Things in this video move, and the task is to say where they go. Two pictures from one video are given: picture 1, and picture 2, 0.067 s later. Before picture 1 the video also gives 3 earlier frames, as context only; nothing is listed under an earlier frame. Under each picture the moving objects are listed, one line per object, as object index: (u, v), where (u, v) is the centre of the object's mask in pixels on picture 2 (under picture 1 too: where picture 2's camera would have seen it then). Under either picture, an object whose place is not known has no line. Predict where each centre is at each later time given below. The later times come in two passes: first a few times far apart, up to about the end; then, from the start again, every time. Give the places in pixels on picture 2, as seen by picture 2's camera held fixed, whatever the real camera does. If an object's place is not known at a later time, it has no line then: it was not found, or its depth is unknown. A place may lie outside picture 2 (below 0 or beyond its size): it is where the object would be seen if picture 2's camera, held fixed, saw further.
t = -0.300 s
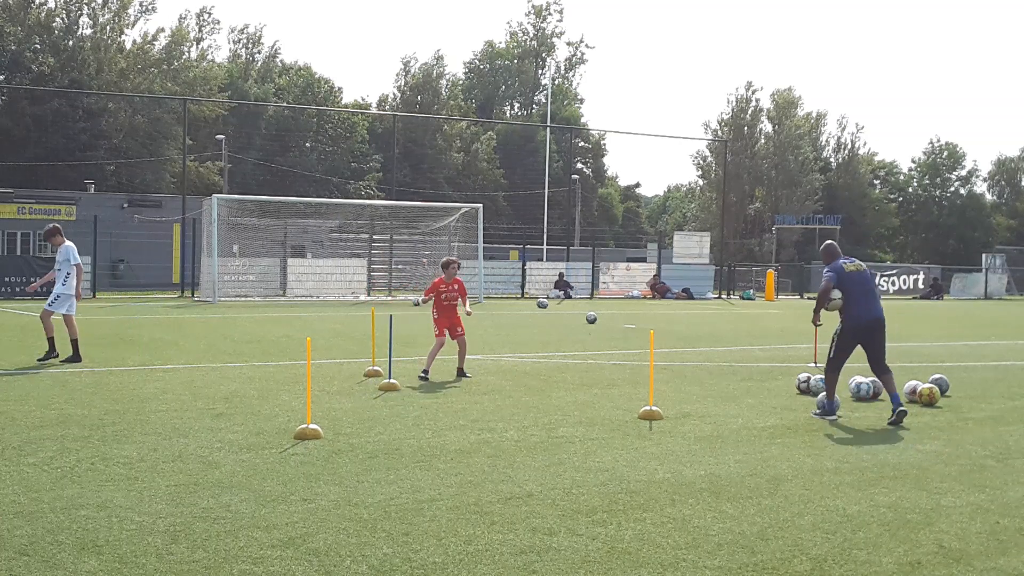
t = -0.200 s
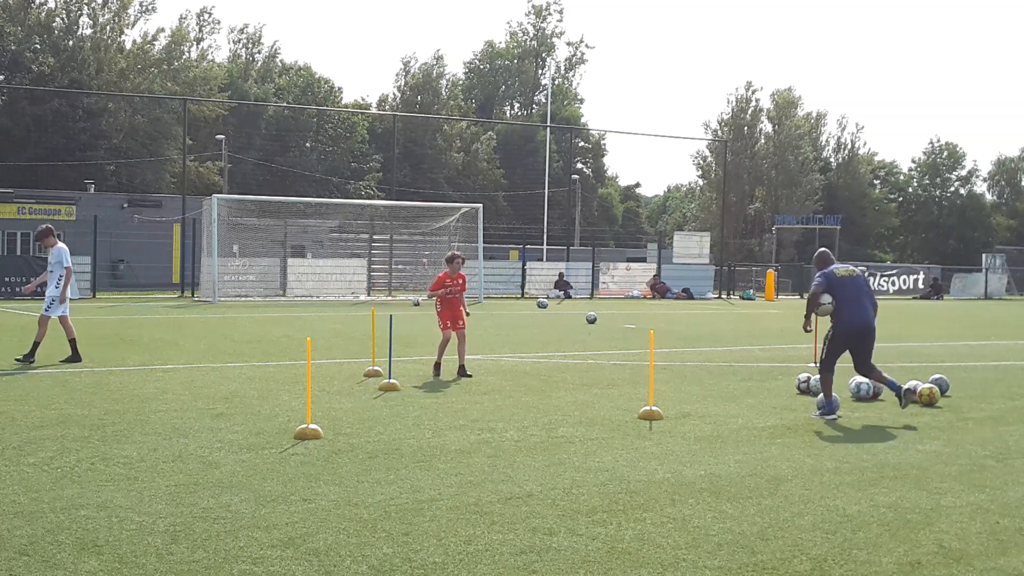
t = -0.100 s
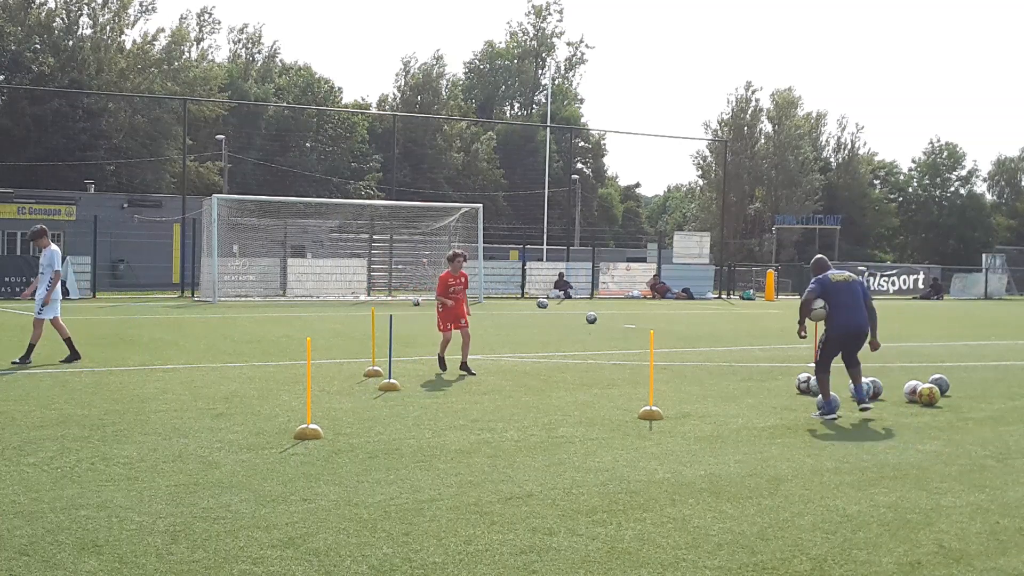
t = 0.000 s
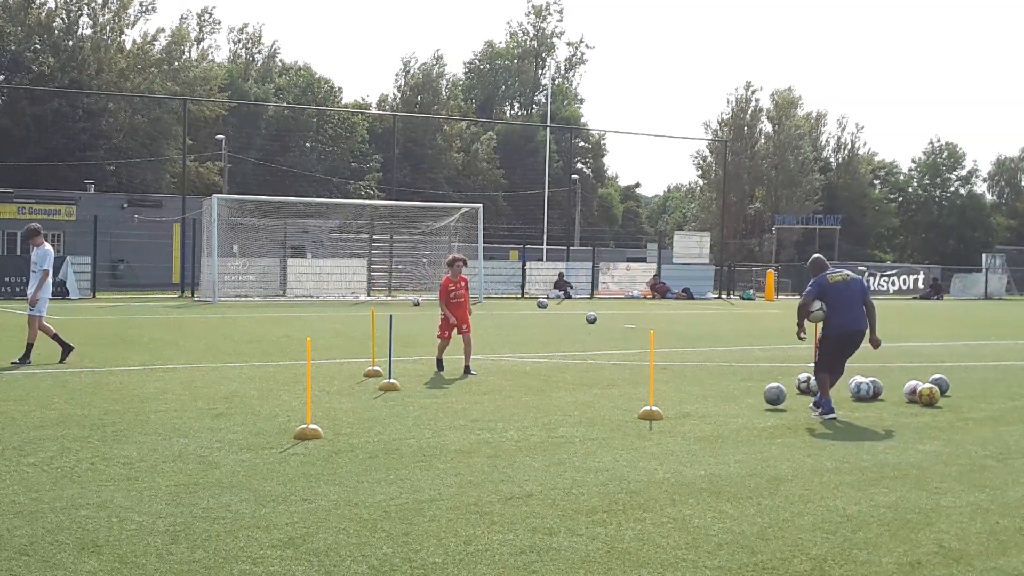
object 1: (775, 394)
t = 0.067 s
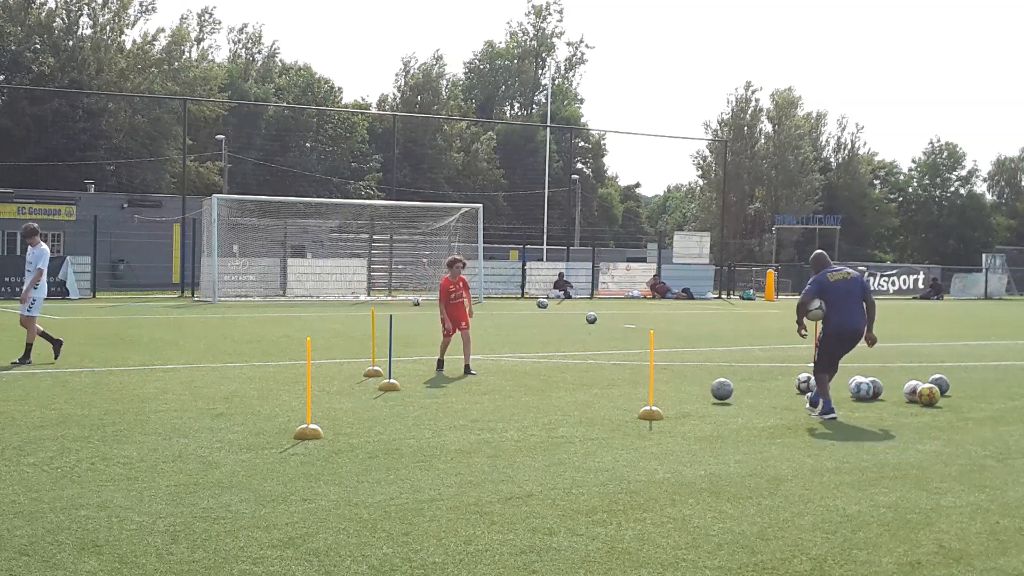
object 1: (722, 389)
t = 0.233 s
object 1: (612, 379)
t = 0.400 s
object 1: (529, 370)
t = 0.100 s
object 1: (697, 389)
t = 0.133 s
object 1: (673, 387)
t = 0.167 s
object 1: (653, 383)
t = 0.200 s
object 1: (632, 380)
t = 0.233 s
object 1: (612, 379)
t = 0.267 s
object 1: (593, 378)
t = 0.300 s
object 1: (575, 377)
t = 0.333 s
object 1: (559, 374)
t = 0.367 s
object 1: (544, 372)
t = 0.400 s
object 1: (529, 370)
